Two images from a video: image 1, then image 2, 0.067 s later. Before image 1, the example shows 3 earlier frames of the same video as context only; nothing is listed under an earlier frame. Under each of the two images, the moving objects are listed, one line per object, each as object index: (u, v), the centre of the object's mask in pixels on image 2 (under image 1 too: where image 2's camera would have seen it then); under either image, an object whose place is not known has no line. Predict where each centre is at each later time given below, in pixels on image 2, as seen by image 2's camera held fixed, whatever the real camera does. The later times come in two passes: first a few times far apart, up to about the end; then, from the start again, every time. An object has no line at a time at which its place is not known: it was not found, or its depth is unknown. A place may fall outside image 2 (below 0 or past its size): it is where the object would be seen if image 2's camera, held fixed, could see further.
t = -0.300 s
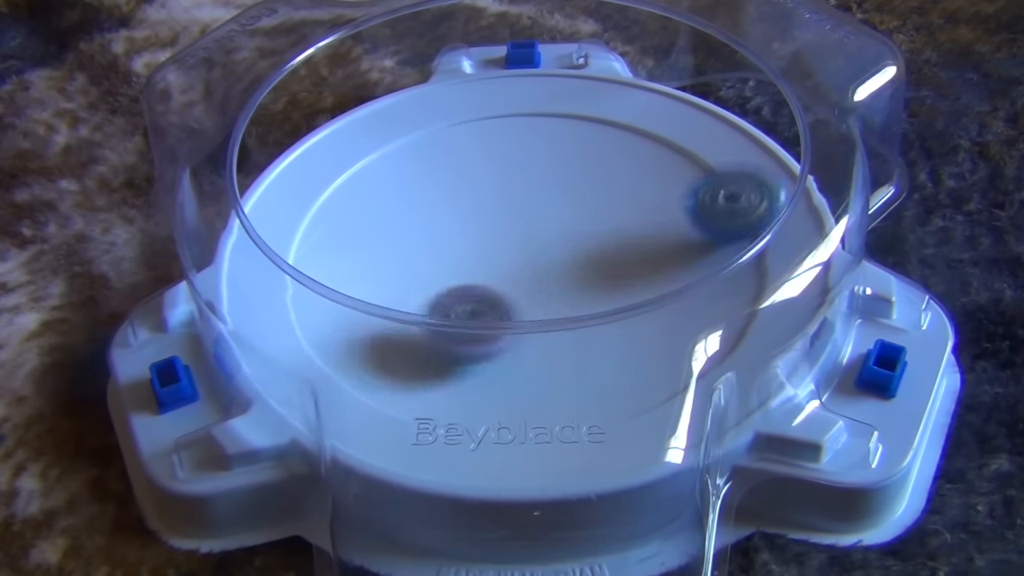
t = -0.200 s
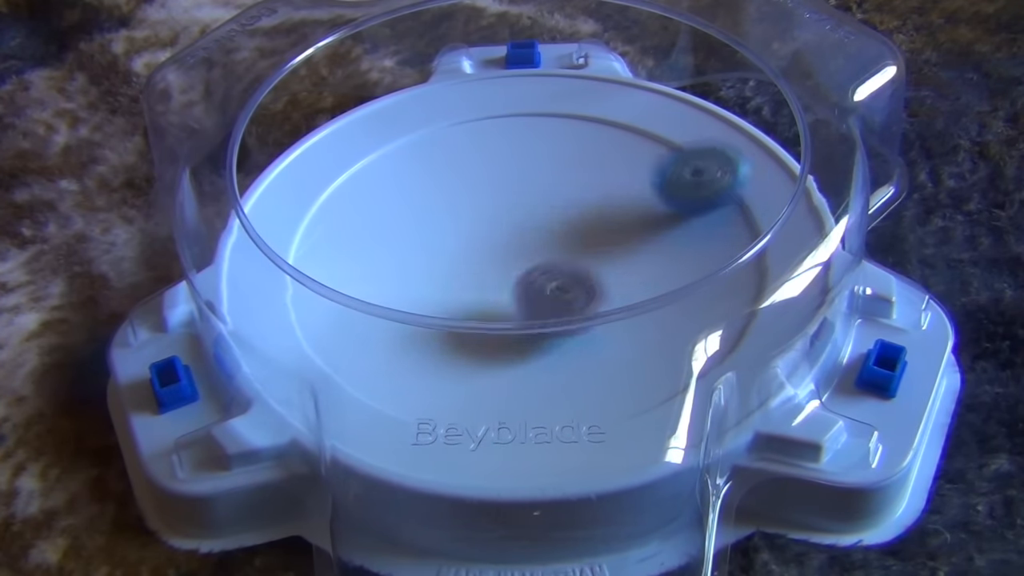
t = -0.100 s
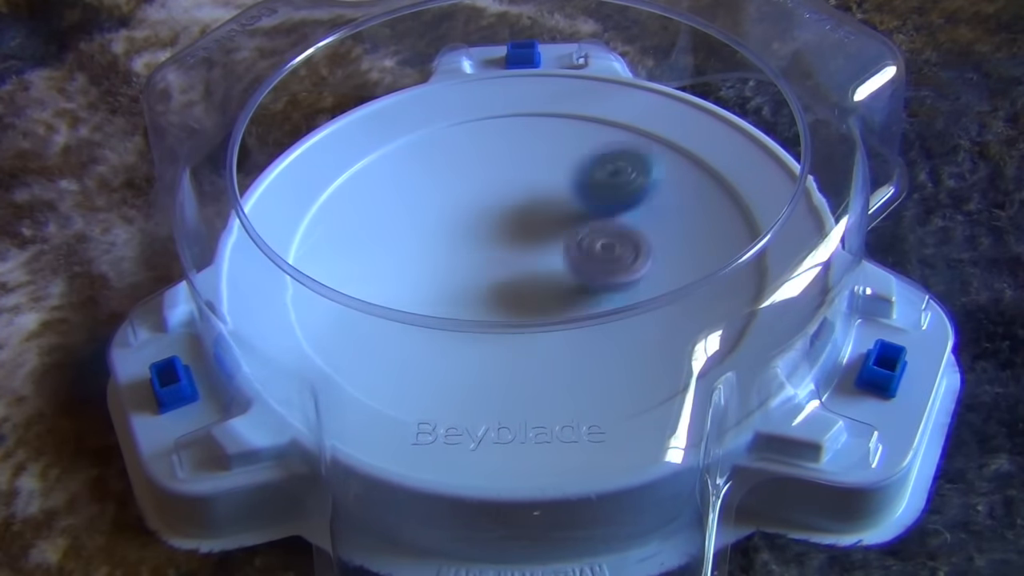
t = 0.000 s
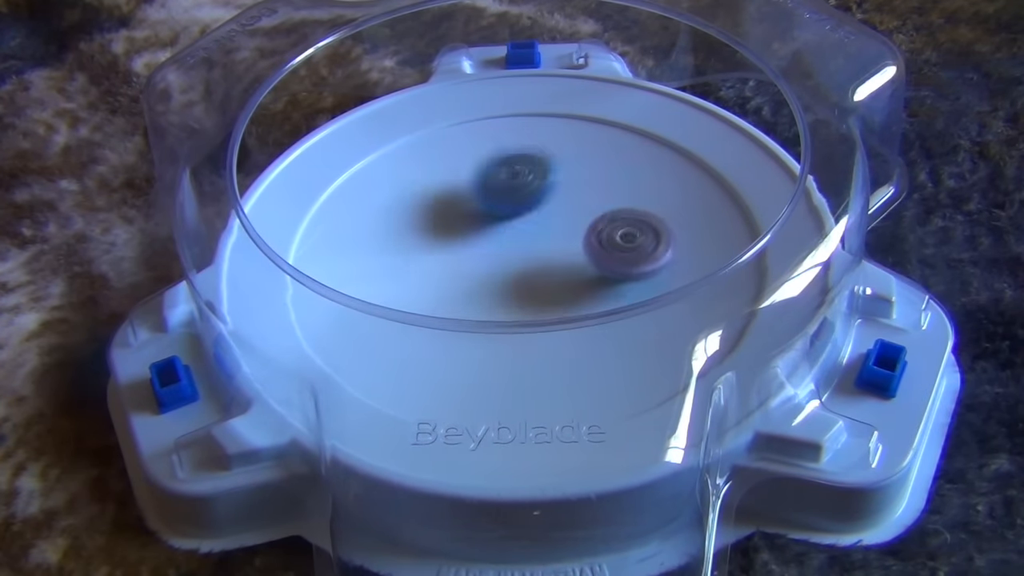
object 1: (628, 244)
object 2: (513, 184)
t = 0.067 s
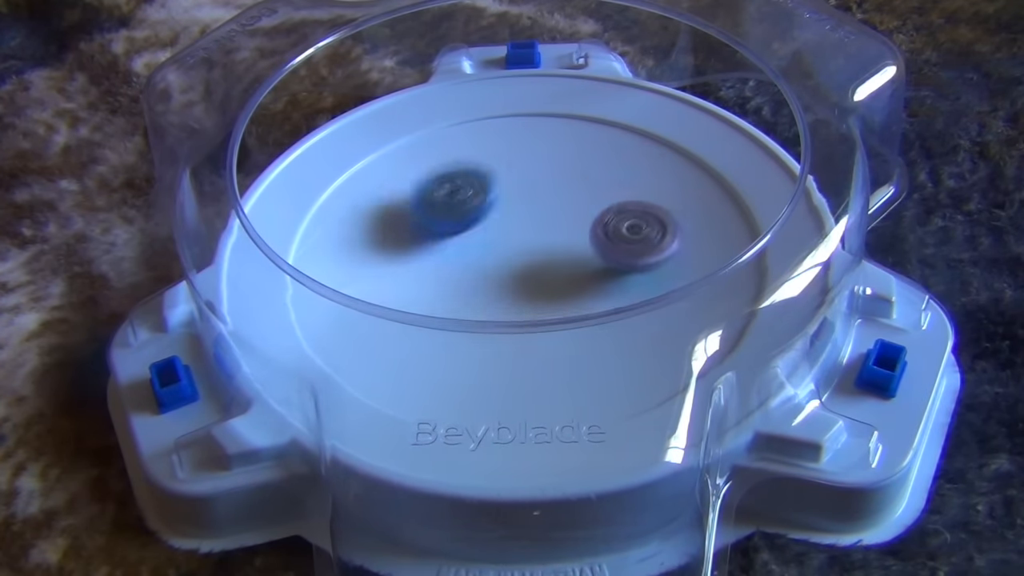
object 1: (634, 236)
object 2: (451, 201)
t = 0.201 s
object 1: (633, 215)
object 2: (379, 271)
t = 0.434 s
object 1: (599, 208)
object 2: (526, 389)
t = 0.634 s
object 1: (563, 231)
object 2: (725, 291)
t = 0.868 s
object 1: (542, 273)
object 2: (570, 166)
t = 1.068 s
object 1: (545, 296)
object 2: (342, 230)
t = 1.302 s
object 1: (560, 315)
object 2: (412, 404)
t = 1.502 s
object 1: (560, 297)
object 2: (643, 397)
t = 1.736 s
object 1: (531, 284)
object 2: (670, 224)
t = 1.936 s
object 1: (494, 273)
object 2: (470, 154)
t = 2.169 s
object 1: (465, 266)
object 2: (293, 257)
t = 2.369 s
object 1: (463, 265)
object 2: (465, 382)
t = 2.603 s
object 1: (485, 260)
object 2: (696, 248)
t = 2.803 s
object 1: (512, 251)
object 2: (606, 130)
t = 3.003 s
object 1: (540, 242)
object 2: (412, 149)
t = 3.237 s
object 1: (560, 237)
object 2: (379, 321)
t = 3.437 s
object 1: (572, 240)
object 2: (630, 357)
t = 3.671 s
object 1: (573, 251)
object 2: (732, 203)
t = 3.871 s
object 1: (570, 267)
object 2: (568, 153)
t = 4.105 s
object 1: (564, 282)
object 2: (396, 267)
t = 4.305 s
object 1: (553, 287)
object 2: (496, 377)
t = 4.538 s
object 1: (534, 290)
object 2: (703, 301)
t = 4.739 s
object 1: (515, 286)
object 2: (610, 194)
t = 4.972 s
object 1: (497, 278)
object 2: (402, 223)
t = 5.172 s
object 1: (490, 269)
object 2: (380, 333)
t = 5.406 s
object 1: (494, 260)
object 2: (600, 330)
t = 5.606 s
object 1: (505, 252)
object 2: (617, 214)
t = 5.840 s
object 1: (523, 247)
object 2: (462, 185)
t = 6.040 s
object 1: (542, 247)
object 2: (410, 274)
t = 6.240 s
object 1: (558, 249)
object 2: (546, 325)
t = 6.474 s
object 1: (543, 214)
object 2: (695, 276)
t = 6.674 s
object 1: (521, 213)
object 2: (655, 216)
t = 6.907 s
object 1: (386, 219)
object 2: (609, 259)
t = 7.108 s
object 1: (360, 254)
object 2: (626, 299)
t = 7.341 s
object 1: (414, 285)
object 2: (605, 287)
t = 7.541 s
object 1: (324, 251)
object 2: (689, 296)
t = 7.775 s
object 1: (295, 207)
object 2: (716, 237)
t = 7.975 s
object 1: (409, 239)
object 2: (610, 237)
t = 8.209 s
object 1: (462, 153)
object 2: (651, 373)
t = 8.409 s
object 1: (505, 146)
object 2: (634, 390)
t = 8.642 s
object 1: (582, 224)
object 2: (537, 363)
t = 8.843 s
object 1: (650, 304)
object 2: (474, 296)
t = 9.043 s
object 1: (658, 350)
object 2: (450, 244)
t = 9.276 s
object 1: (594, 360)
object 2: (477, 201)
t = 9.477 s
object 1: (507, 326)
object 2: (535, 198)
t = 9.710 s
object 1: (429, 247)
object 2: (596, 228)
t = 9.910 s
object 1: (419, 205)
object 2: (614, 267)
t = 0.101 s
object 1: (635, 230)
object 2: (426, 215)
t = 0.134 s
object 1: (636, 225)
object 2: (406, 231)
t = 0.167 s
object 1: (635, 220)
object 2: (387, 253)
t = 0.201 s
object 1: (633, 215)
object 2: (379, 271)
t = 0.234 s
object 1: (631, 212)
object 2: (372, 298)
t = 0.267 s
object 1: (627, 209)
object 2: (368, 329)
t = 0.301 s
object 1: (622, 207)
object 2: (379, 355)
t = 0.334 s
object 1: (617, 206)
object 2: (399, 377)
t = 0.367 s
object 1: (611, 206)
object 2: (435, 382)
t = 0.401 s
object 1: (605, 207)
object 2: (479, 389)
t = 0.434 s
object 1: (599, 208)
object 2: (526, 389)
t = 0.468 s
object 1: (592, 210)
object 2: (575, 383)
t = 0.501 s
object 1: (586, 213)
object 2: (616, 374)
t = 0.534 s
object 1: (580, 217)
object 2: (652, 361)
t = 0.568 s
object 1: (574, 221)
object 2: (692, 334)
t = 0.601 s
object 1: (568, 226)
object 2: (715, 307)
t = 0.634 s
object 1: (563, 231)
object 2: (725, 291)
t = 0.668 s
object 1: (559, 237)
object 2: (727, 260)
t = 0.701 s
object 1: (556, 243)
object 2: (716, 233)
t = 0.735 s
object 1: (553, 249)
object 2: (702, 212)
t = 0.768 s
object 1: (550, 255)
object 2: (678, 192)
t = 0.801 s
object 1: (545, 261)
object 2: (648, 178)
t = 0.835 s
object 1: (544, 267)
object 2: (612, 170)
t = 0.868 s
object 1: (542, 273)
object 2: (570, 166)
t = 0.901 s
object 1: (542, 280)
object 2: (532, 167)
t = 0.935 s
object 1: (542, 284)
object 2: (491, 170)
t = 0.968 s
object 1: (542, 288)
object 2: (452, 179)
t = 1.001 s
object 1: (543, 292)
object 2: (410, 193)
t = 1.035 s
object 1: (544, 294)
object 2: (373, 210)
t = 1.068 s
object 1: (545, 296)
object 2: (342, 230)
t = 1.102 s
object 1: (547, 299)
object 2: (322, 249)
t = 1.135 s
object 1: (549, 310)
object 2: (297, 277)
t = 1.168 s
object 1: (551, 313)
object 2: (297, 304)
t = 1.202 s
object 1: (554, 315)
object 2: (315, 333)
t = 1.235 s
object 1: (556, 314)
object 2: (345, 359)
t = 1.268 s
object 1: (558, 315)
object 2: (378, 384)
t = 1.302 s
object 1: (560, 315)
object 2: (412, 404)
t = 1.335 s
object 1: (562, 314)
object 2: (452, 425)
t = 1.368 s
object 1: (562, 313)
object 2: (497, 433)
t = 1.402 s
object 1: (562, 311)
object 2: (542, 436)
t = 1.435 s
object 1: (563, 309)
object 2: (583, 428)
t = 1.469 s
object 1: (562, 309)
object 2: (619, 416)
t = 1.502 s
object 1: (560, 297)
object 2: (643, 397)
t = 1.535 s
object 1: (557, 296)
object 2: (659, 376)
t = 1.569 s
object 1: (555, 295)
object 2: (695, 350)
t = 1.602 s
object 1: (551, 293)
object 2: (708, 328)
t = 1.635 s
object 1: (548, 291)
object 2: (709, 302)
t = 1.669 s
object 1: (544, 289)
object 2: (707, 276)
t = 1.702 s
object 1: (539, 287)
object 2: (689, 248)
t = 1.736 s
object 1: (531, 284)
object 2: (670, 224)
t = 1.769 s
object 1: (522, 283)
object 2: (647, 201)
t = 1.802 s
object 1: (518, 279)
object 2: (616, 183)
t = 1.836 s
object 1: (512, 277)
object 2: (583, 171)
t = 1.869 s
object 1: (506, 276)
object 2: (546, 161)
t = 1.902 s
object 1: (499, 274)
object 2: (508, 156)
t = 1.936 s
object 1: (494, 273)
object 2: (470, 154)
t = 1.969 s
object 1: (489, 271)
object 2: (434, 155)
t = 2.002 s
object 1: (483, 271)
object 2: (396, 163)
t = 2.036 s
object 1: (479, 269)
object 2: (363, 174)
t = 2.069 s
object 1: (473, 269)
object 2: (334, 189)
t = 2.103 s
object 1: (470, 268)
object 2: (309, 207)
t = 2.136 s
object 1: (467, 267)
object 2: (299, 226)
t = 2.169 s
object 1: (465, 266)
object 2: (293, 257)
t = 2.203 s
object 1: (464, 266)
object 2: (300, 283)
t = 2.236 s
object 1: (462, 266)
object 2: (314, 312)
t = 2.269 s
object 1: (462, 265)
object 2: (337, 341)
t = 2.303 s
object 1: (461, 265)
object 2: (369, 363)
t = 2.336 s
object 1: (462, 265)
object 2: (418, 374)
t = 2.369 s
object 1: (463, 265)
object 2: (465, 382)
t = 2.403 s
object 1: (464, 264)
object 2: (516, 379)
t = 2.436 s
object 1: (467, 264)
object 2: (564, 371)
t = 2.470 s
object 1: (470, 264)
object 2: (612, 357)
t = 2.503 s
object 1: (472, 263)
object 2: (647, 332)
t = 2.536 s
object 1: (476, 263)
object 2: (674, 307)
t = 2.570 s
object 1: (481, 261)
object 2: (692, 279)
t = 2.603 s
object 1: (485, 260)
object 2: (696, 248)
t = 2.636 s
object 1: (490, 258)
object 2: (702, 227)
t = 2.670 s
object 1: (494, 257)
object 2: (692, 200)
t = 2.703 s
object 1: (498, 256)
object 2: (677, 176)
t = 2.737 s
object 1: (503, 254)
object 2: (659, 158)
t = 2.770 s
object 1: (508, 253)
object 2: (634, 142)
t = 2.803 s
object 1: (512, 251)
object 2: (606, 130)
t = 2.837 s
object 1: (517, 250)
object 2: (576, 123)
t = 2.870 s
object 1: (522, 248)
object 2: (543, 119)
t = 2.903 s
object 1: (527, 246)
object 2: (508, 121)
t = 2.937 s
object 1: (532, 245)
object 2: (473, 126)
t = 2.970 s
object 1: (536, 244)
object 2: (442, 135)
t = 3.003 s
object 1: (540, 242)
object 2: (412, 149)
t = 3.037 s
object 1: (544, 241)
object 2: (387, 167)
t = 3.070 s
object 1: (547, 239)
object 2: (367, 188)
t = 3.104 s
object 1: (551, 238)
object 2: (353, 213)
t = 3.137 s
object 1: (553, 238)
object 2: (342, 241)
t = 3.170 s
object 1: (556, 237)
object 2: (352, 263)
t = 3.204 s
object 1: (558, 237)
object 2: (361, 291)
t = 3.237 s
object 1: (560, 237)
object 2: (379, 321)
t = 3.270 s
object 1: (562, 238)
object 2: (410, 341)
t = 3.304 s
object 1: (564, 238)
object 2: (447, 362)
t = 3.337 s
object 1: (566, 239)
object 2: (490, 369)
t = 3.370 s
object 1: (568, 239)
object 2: (536, 371)
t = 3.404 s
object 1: (570, 239)
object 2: (584, 366)
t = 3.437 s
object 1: (572, 240)
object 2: (630, 357)
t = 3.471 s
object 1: (573, 241)
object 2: (659, 338)
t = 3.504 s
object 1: (574, 242)
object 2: (695, 315)
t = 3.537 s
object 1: (574, 243)
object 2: (719, 298)
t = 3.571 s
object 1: (574, 245)
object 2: (732, 275)
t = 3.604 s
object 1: (574, 246)
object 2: (738, 242)
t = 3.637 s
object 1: (574, 248)
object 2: (733, 223)
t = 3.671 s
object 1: (573, 251)
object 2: (732, 203)
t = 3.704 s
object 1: (573, 254)
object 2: (714, 184)
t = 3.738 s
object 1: (571, 258)
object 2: (693, 170)
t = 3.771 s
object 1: (572, 260)
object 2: (664, 158)
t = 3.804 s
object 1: (571, 261)
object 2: (635, 152)
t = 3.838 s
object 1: (571, 264)
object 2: (604, 150)
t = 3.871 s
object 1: (570, 267)
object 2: (568, 153)
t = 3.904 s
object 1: (569, 270)
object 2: (534, 159)
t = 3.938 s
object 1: (569, 272)
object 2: (500, 170)
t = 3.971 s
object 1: (568, 275)
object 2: (471, 183)
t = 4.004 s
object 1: (567, 277)
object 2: (444, 200)
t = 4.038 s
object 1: (566, 279)
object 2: (422, 222)
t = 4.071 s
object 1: (565, 280)
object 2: (405, 245)
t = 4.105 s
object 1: (564, 282)
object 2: (396, 267)
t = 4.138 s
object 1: (562, 283)
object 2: (399, 284)
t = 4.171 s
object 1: (561, 284)
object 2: (400, 313)
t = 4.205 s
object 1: (559, 285)
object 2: (410, 349)
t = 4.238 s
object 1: (557, 286)
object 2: (431, 362)
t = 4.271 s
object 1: (555, 286)
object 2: (463, 372)
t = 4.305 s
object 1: (553, 287)
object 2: (496, 377)
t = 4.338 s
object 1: (550, 288)
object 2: (536, 381)
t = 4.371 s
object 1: (548, 289)
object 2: (574, 380)
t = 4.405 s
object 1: (545, 289)
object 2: (610, 373)
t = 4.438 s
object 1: (543, 289)
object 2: (642, 361)
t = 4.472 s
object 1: (540, 290)
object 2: (662, 343)
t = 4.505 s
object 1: (537, 290)
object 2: (689, 320)
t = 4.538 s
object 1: (534, 290)
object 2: (703, 301)
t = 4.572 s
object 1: (531, 290)
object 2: (701, 275)
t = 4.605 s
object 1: (527, 289)
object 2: (691, 251)
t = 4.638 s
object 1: (524, 289)
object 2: (682, 236)
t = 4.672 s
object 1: (521, 288)
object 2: (662, 217)
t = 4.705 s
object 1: (518, 287)
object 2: (638, 204)
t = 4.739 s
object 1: (515, 286)
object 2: (610, 194)
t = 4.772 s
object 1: (512, 285)
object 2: (581, 187)
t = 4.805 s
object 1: (509, 284)
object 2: (550, 185)
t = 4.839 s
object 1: (507, 283)
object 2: (518, 185)
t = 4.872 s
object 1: (504, 282)
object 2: (485, 191)
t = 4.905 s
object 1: (502, 280)
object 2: (455, 197)
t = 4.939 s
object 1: (500, 279)
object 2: (427, 208)
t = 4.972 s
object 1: (497, 278)
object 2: (402, 223)
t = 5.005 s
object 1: (496, 276)
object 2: (381, 241)
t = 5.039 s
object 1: (494, 275)
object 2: (368, 258)
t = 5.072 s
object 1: (493, 273)
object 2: (365, 272)
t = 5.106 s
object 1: (492, 271)
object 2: (359, 299)
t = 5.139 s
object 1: (491, 270)
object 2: (366, 318)
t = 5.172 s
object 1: (490, 269)
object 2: (380, 333)
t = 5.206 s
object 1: (490, 267)
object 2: (401, 354)
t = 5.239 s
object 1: (490, 267)
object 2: (433, 363)
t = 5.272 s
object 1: (490, 265)
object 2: (469, 368)
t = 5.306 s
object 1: (491, 263)
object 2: (505, 367)
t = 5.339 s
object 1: (492, 262)
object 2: (542, 362)
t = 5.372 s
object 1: (493, 261)
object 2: (573, 347)
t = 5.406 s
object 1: (494, 260)
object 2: (600, 330)
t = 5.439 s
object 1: (495, 258)
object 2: (618, 312)
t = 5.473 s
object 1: (497, 257)
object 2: (632, 289)
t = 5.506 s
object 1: (499, 256)
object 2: (638, 269)
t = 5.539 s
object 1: (501, 255)
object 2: (637, 250)
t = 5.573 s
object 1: (504, 254)
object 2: (629, 231)
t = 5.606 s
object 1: (505, 252)
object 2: (617, 214)
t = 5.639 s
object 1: (507, 251)
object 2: (600, 199)
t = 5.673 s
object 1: (509, 251)
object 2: (580, 188)
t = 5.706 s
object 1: (513, 251)
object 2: (558, 182)
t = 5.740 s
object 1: (515, 249)
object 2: (534, 177)
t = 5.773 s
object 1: (517, 248)
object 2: (510, 176)
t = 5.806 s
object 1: (521, 248)
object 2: (484, 179)
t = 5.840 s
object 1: (523, 247)
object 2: (462, 185)
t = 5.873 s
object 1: (527, 247)
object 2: (443, 194)
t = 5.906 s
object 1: (529, 247)
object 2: (426, 207)
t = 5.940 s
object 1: (533, 247)
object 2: (413, 222)
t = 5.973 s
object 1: (536, 247)
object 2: (404, 241)
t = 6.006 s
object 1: (539, 247)
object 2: (402, 257)
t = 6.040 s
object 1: (542, 247)
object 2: (410, 274)
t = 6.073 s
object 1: (545, 247)
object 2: (424, 287)
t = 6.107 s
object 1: (548, 247)
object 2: (444, 295)
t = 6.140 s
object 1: (550, 248)
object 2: (460, 316)
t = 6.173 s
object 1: (553, 248)
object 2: (487, 324)
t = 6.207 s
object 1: (555, 248)
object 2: (517, 324)
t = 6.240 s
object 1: (558, 249)
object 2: (546, 325)
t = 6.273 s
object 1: (560, 249)
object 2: (574, 320)
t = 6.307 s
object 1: (561, 250)
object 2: (600, 310)
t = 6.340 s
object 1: (561, 246)
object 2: (624, 300)
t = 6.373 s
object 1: (557, 233)
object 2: (648, 300)
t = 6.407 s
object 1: (554, 224)
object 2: (668, 295)
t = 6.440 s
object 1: (549, 218)
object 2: (684, 287)
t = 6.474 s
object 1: (543, 214)
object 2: (695, 276)
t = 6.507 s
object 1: (538, 212)
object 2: (699, 266)
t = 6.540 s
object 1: (534, 211)
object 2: (700, 249)
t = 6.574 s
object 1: (530, 211)
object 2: (699, 242)
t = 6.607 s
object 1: (527, 211)
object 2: (690, 232)
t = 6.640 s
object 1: (524, 212)
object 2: (674, 223)
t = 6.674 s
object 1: (521, 213)
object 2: (655, 216)
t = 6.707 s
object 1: (518, 214)
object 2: (631, 213)
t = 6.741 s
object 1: (515, 216)
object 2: (609, 216)
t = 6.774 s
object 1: (481, 212)
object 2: (613, 221)
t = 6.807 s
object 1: (450, 211)
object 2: (613, 228)
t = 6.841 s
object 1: (422, 212)
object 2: (613, 238)
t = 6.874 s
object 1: (401, 214)
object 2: (610, 248)
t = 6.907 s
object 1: (386, 219)
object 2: (609, 259)
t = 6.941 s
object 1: (375, 224)
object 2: (610, 268)
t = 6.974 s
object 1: (366, 230)
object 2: (610, 275)
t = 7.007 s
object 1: (362, 236)
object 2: (611, 279)
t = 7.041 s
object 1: (359, 242)
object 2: (618, 289)
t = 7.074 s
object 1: (359, 248)
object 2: (622, 295)
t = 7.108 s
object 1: (360, 254)
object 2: (626, 299)
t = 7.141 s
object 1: (365, 259)
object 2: (630, 301)
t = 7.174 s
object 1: (370, 265)
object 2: (633, 302)
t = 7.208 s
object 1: (375, 270)
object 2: (634, 301)
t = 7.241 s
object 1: (384, 274)
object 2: (632, 299)
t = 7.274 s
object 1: (393, 278)
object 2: (628, 296)
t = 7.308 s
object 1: (402, 282)
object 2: (619, 294)
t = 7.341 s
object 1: (414, 285)
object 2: (605, 287)
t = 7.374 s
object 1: (427, 287)
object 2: (592, 287)
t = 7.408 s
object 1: (440, 290)
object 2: (577, 288)
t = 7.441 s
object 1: (453, 290)
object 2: (562, 289)
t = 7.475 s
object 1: (409, 280)
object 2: (601, 289)
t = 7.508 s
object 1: (365, 263)
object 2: (645, 297)
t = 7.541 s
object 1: (324, 251)
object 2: (689, 296)
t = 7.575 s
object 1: (301, 233)
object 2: (714, 288)
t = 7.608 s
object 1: (292, 222)
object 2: (732, 283)
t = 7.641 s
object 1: (288, 216)
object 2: (742, 272)
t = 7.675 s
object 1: (287, 212)
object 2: (742, 266)
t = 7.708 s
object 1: (288, 209)
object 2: (738, 259)
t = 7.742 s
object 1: (290, 208)
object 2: (719, 241)
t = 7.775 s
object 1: (295, 207)
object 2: (716, 237)
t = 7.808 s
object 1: (304, 209)
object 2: (709, 234)
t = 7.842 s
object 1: (319, 215)
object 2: (695, 230)
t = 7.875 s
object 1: (339, 221)
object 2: (675, 228)
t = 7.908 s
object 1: (360, 226)
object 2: (654, 229)
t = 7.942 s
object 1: (385, 233)
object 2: (633, 233)
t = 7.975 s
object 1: (409, 239)
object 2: (610, 237)
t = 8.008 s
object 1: (433, 243)
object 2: (589, 244)
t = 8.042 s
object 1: (460, 247)
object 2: (568, 254)
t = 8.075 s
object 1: (471, 240)
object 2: (567, 266)
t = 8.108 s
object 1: (466, 202)
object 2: (588, 292)
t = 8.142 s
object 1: (460, 178)
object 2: (618, 336)
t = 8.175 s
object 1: (458, 168)
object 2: (640, 360)
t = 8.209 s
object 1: (462, 153)
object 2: (651, 373)
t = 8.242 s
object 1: (466, 142)
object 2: (669, 393)
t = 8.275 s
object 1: (472, 135)
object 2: (677, 399)
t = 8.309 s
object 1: (478, 134)
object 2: (664, 398)
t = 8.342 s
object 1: (486, 136)
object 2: (646, 399)
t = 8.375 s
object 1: (496, 140)
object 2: (640, 395)
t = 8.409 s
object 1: (505, 146)
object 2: (634, 390)
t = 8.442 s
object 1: (516, 154)
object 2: (623, 388)
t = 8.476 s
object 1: (527, 163)
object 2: (611, 386)
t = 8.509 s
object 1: (538, 174)
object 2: (596, 383)
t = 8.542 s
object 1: (549, 184)
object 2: (582, 380)
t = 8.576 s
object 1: (560, 197)
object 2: (567, 376)
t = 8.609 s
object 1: (571, 210)
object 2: (553, 370)
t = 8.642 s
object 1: (582, 224)
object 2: (537, 363)
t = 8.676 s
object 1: (594, 239)
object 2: (525, 357)
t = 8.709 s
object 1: (605, 253)
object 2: (513, 351)
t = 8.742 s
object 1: (619, 267)
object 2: (499, 333)
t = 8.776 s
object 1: (629, 276)
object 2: (492, 318)
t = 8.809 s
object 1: (638, 282)
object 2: (481, 302)
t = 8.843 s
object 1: (650, 304)
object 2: (474, 296)
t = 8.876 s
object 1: (656, 315)
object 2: (465, 289)
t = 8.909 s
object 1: (659, 324)
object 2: (460, 281)
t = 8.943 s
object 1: (661, 331)
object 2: (457, 270)
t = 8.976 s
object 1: (659, 343)
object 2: (453, 262)
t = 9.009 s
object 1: (659, 345)
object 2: (450, 253)
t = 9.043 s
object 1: (658, 350)
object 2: (450, 244)
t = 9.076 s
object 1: (655, 354)
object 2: (450, 234)
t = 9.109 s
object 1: (651, 357)
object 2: (451, 227)
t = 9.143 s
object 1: (645, 360)
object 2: (455, 220)
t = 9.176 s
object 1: (636, 360)
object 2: (458, 214)
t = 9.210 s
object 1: (622, 359)
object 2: (464, 208)
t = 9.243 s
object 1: (607, 359)
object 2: (469, 204)
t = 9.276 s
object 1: (594, 360)
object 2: (477, 201)
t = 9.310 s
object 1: (579, 358)
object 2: (485, 198)
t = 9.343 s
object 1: (564, 354)
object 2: (494, 196)
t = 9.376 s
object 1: (550, 351)
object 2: (504, 196)
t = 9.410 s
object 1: (536, 347)
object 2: (515, 196)
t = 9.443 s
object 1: (521, 335)
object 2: (526, 196)
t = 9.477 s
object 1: (507, 326)
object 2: (535, 198)
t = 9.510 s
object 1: (493, 315)
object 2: (546, 201)
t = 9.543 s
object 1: (479, 299)
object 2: (556, 203)
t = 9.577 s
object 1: (466, 292)
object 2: (565, 205)
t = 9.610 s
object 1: (455, 280)
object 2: (575, 211)
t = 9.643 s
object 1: (443, 268)
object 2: (583, 216)
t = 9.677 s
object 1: (436, 258)
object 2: (588, 221)
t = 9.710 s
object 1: (429, 247)
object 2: (596, 228)
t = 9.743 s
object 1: (422, 236)
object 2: (602, 234)
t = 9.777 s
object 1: (417, 227)
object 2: (607, 238)
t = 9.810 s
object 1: (414, 220)
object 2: (610, 247)
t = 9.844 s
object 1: (413, 213)
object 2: (614, 253)
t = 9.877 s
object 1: (415, 208)
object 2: (615, 262)
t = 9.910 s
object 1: (419, 205)
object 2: (614, 267)
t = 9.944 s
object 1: (423, 202)
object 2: (613, 272)
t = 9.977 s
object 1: (430, 201)
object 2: (610, 278)
